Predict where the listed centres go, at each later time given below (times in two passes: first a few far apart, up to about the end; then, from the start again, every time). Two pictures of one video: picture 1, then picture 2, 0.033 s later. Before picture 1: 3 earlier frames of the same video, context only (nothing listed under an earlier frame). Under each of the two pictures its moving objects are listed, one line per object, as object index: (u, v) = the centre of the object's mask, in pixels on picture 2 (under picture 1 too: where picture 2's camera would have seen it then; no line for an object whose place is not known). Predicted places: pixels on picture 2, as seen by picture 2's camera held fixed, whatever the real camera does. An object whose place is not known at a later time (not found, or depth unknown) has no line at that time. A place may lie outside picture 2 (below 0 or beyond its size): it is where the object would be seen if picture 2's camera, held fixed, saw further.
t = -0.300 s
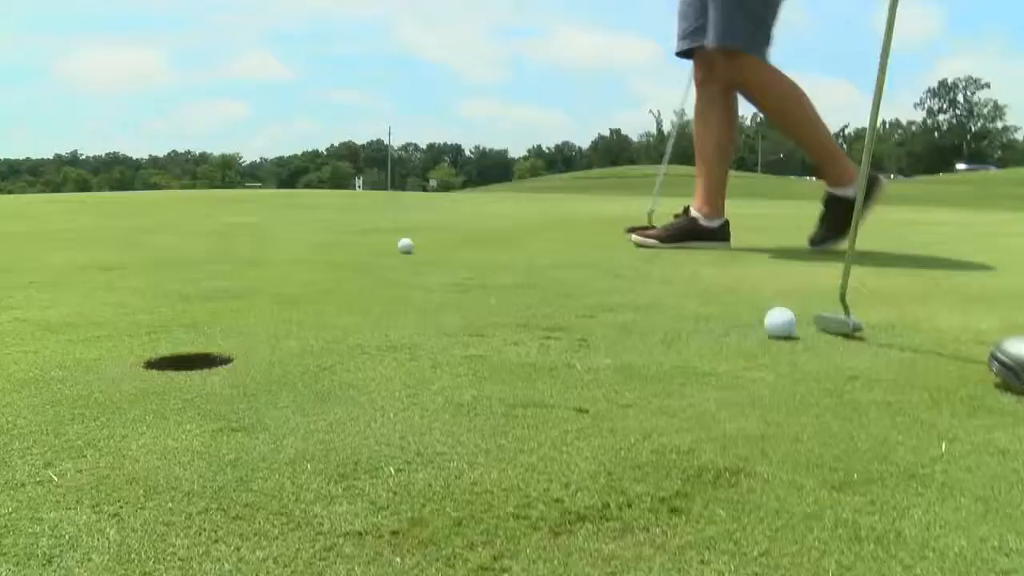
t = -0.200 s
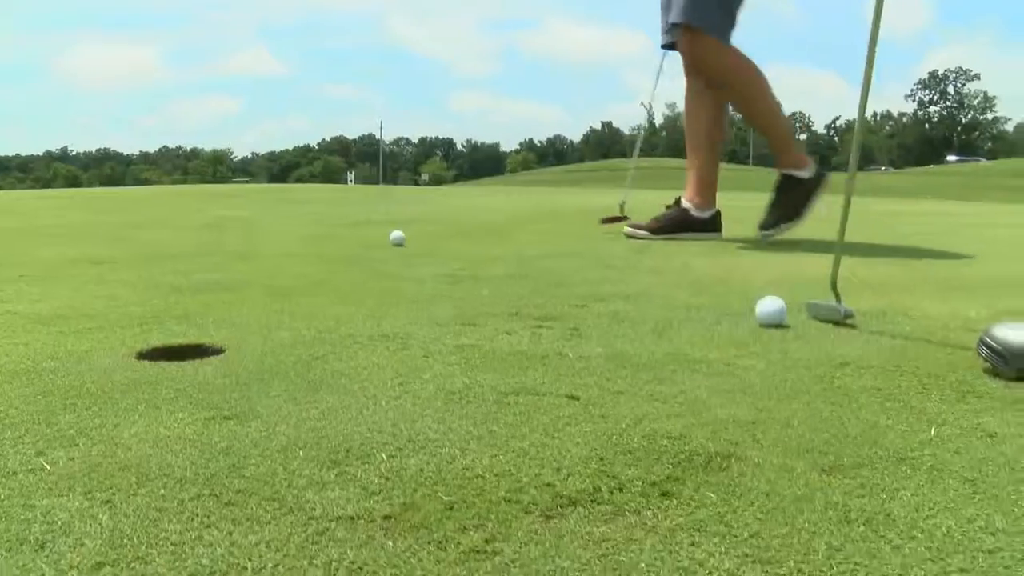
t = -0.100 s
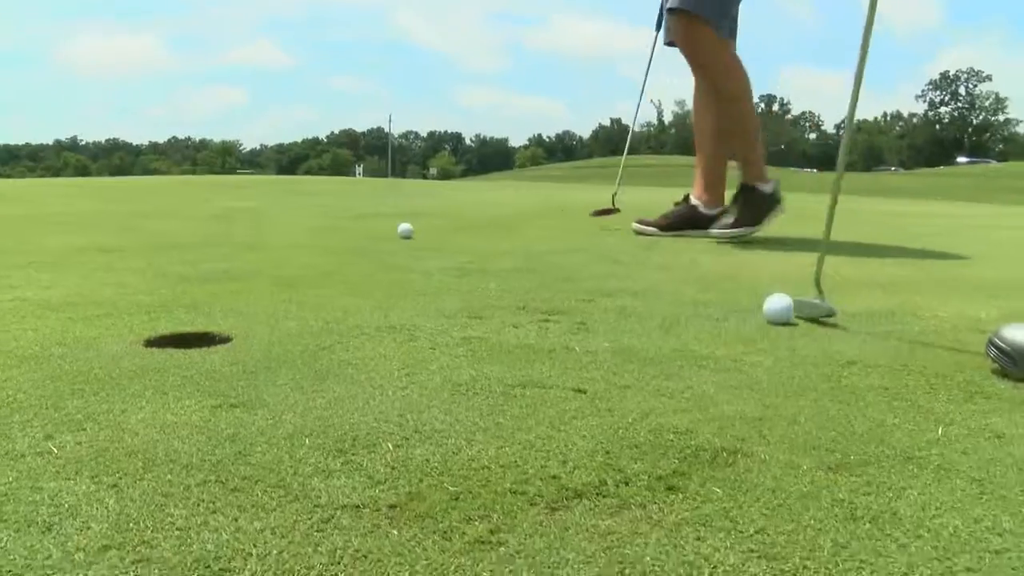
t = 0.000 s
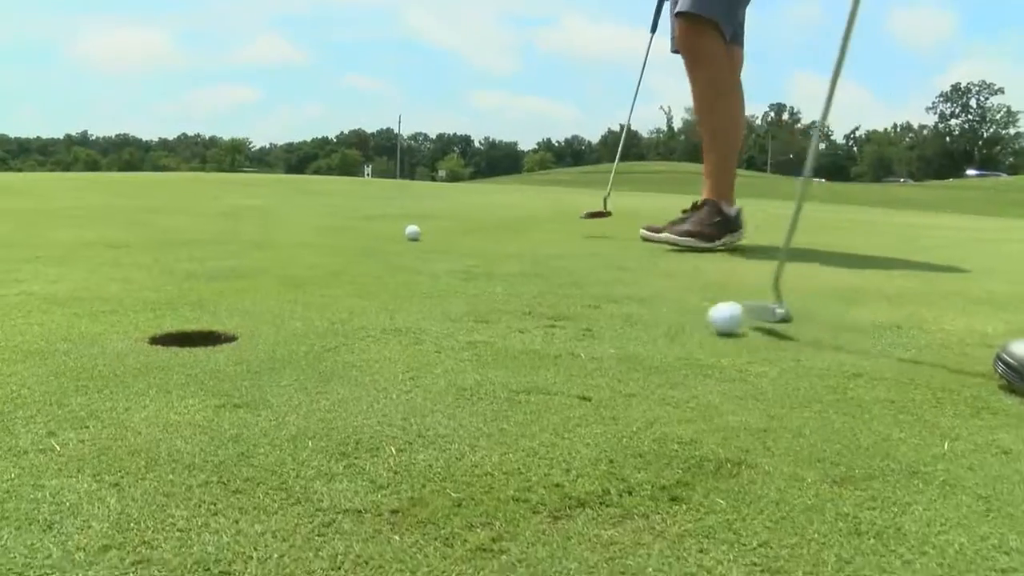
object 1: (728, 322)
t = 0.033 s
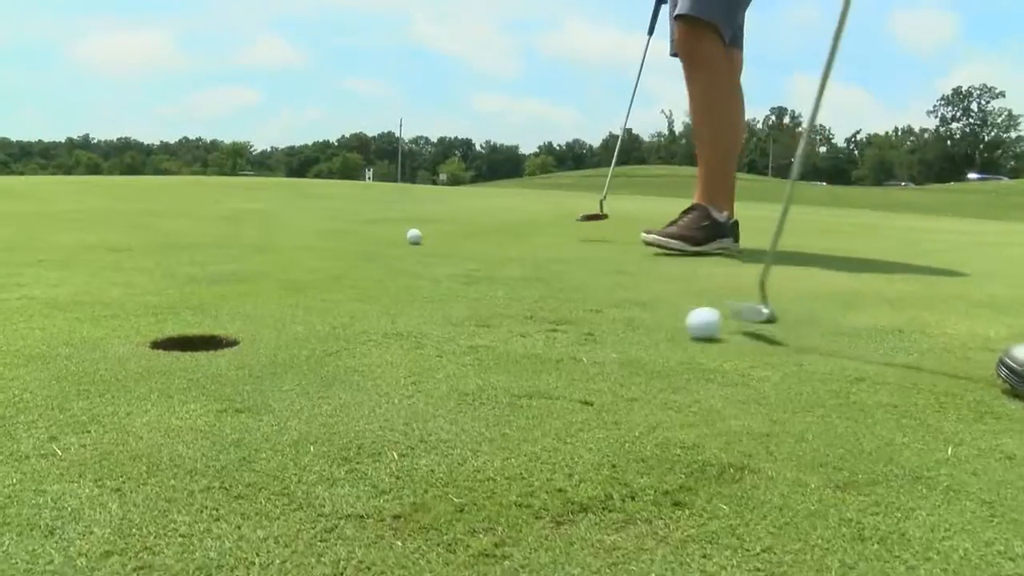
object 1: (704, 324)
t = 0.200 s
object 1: (595, 324)
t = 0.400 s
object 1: (476, 330)
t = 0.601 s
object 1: (361, 333)
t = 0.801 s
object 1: (263, 335)
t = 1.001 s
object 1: (178, 338)
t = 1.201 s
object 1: (106, 342)
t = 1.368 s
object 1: (54, 346)
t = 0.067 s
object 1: (682, 324)
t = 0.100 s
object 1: (660, 324)
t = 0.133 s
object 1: (639, 325)
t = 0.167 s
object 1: (615, 326)
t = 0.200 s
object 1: (595, 324)
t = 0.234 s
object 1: (575, 326)
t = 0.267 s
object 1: (555, 326)
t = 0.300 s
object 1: (534, 328)
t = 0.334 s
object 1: (515, 329)
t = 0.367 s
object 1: (496, 329)
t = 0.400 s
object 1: (476, 330)
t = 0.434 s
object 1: (455, 331)
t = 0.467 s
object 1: (436, 331)
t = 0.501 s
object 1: (418, 333)
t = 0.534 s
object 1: (399, 333)
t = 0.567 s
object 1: (380, 332)
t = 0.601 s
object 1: (361, 333)
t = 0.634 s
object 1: (344, 334)
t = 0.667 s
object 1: (327, 333)
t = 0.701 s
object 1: (310, 335)
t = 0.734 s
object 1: (293, 334)
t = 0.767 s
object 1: (279, 335)
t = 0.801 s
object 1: (263, 335)
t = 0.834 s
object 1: (248, 335)
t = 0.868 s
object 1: (233, 336)
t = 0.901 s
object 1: (218, 336)
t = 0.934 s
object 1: (204, 337)
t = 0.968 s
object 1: (192, 338)
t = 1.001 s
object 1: (178, 338)
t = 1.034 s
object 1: (165, 338)
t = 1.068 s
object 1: (153, 339)
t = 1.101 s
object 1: (141, 340)
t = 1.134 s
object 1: (129, 341)
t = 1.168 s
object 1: (116, 341)
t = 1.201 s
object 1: (106, 342)
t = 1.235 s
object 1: (94, 343)
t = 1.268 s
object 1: (84, 344)
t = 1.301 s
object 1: (74, 345)
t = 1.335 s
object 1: (63, 346)
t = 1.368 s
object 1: (54, 346)
